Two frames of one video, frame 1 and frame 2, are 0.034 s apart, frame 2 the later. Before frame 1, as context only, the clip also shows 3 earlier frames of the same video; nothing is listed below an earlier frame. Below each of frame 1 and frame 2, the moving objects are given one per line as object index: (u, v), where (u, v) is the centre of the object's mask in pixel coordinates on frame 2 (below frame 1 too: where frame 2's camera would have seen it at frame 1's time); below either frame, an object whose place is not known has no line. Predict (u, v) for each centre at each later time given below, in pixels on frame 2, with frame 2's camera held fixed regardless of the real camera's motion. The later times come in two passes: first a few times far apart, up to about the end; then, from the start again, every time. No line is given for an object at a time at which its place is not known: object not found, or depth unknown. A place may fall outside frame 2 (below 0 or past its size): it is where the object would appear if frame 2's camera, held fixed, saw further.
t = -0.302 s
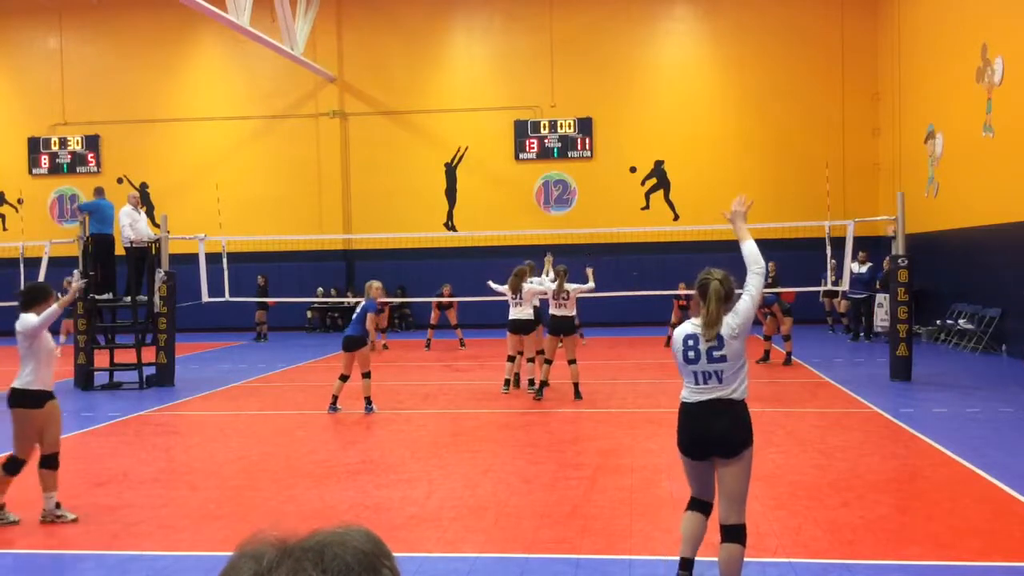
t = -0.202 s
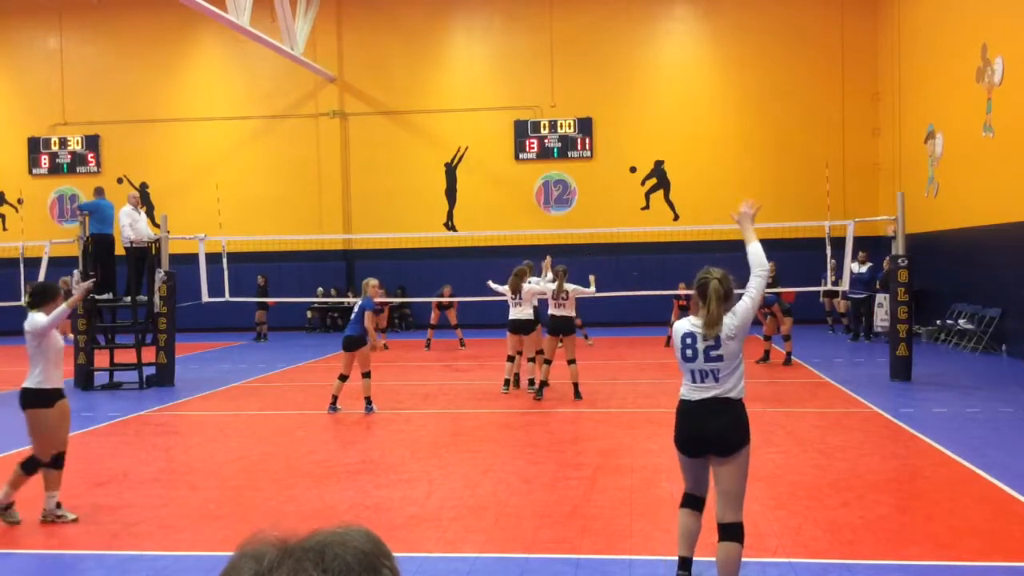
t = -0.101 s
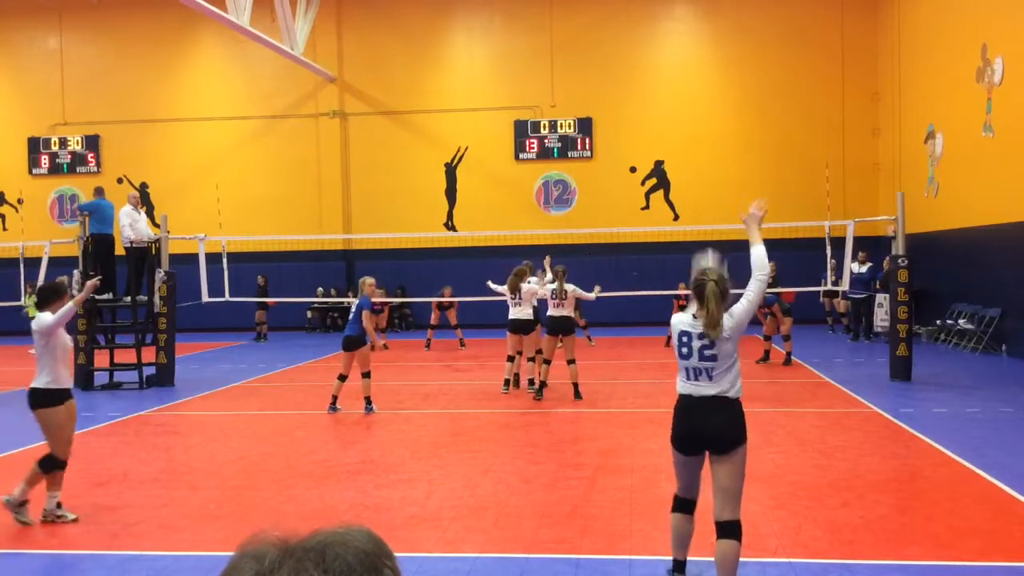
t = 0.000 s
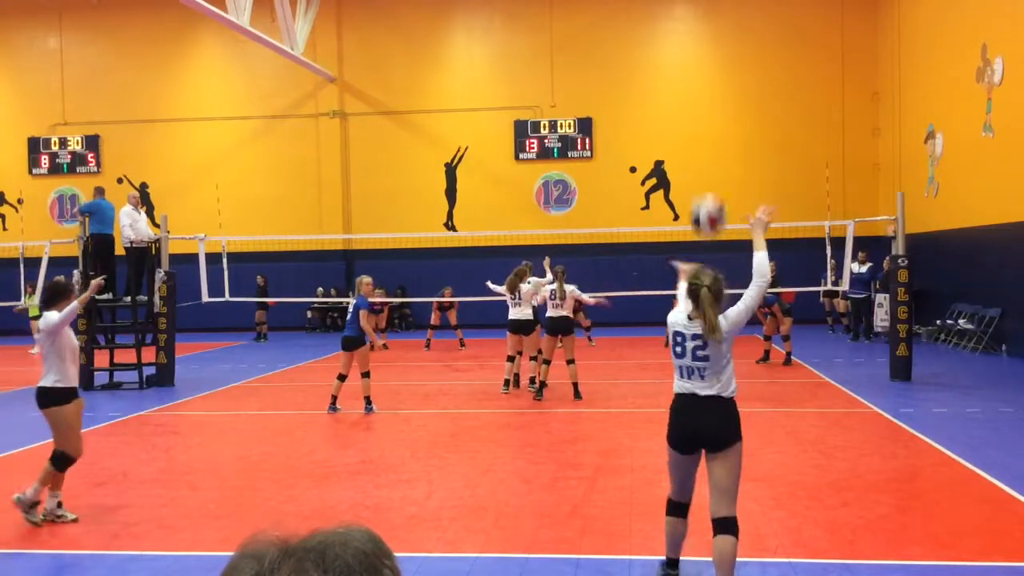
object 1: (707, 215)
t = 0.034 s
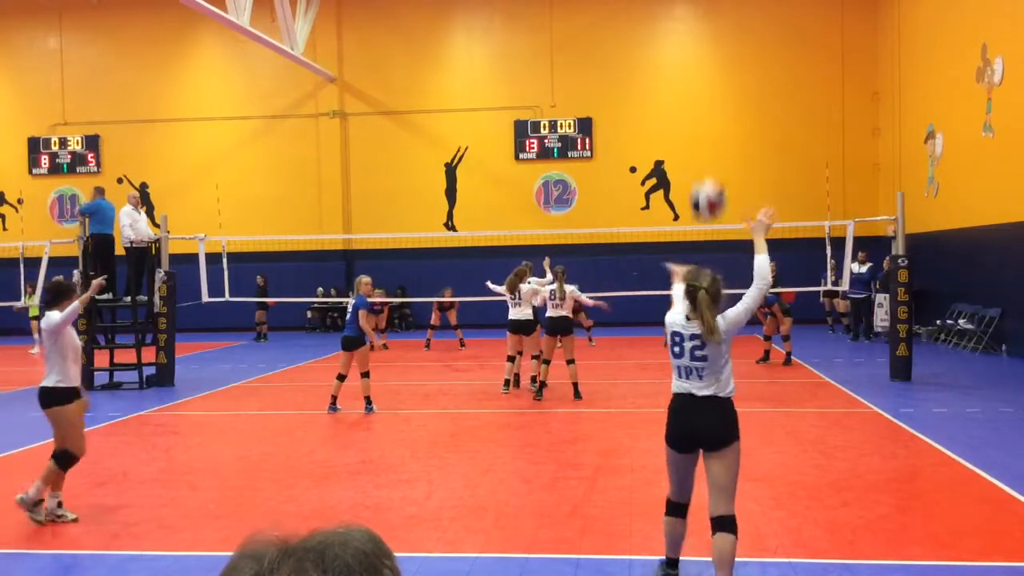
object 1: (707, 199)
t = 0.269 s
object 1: (705, 142)
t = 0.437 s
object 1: (705, 156)
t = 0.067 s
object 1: (707, 185)
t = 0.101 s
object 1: (706, 173)
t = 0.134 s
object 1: (706, 162)
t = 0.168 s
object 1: (706, 154)
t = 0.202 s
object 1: (706, 148)
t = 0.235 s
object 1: (706, 144)
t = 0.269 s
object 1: (705, 142)
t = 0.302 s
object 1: (705, 141)
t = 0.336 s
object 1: (705, 142)
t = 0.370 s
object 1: (705, 144)
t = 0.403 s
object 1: (705, 150)
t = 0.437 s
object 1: (705, 156)
